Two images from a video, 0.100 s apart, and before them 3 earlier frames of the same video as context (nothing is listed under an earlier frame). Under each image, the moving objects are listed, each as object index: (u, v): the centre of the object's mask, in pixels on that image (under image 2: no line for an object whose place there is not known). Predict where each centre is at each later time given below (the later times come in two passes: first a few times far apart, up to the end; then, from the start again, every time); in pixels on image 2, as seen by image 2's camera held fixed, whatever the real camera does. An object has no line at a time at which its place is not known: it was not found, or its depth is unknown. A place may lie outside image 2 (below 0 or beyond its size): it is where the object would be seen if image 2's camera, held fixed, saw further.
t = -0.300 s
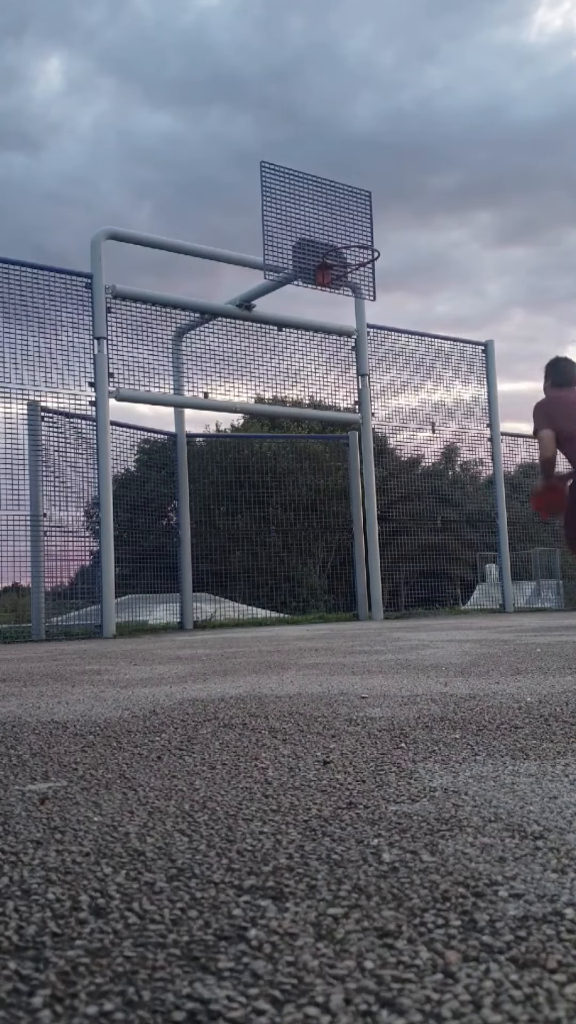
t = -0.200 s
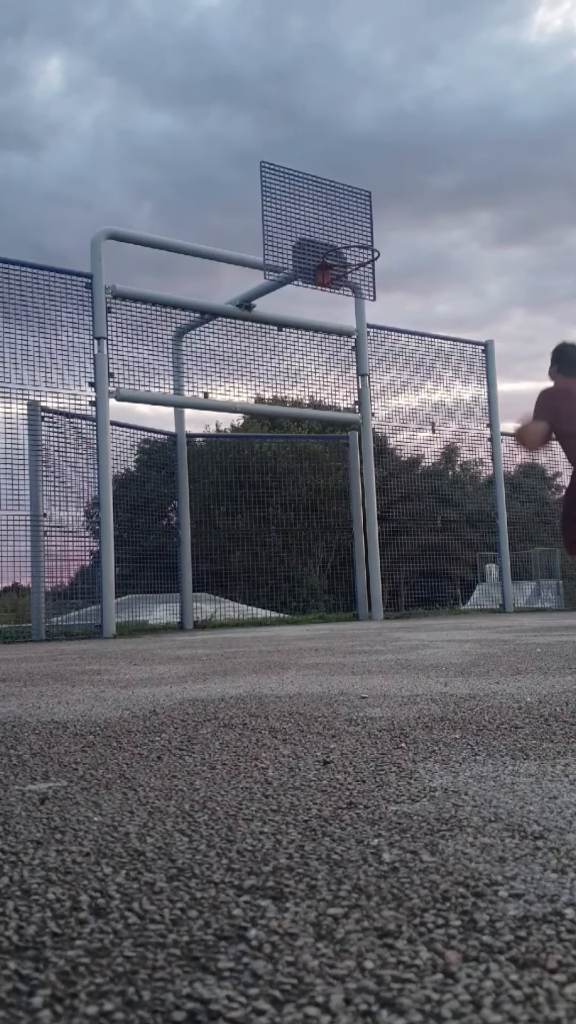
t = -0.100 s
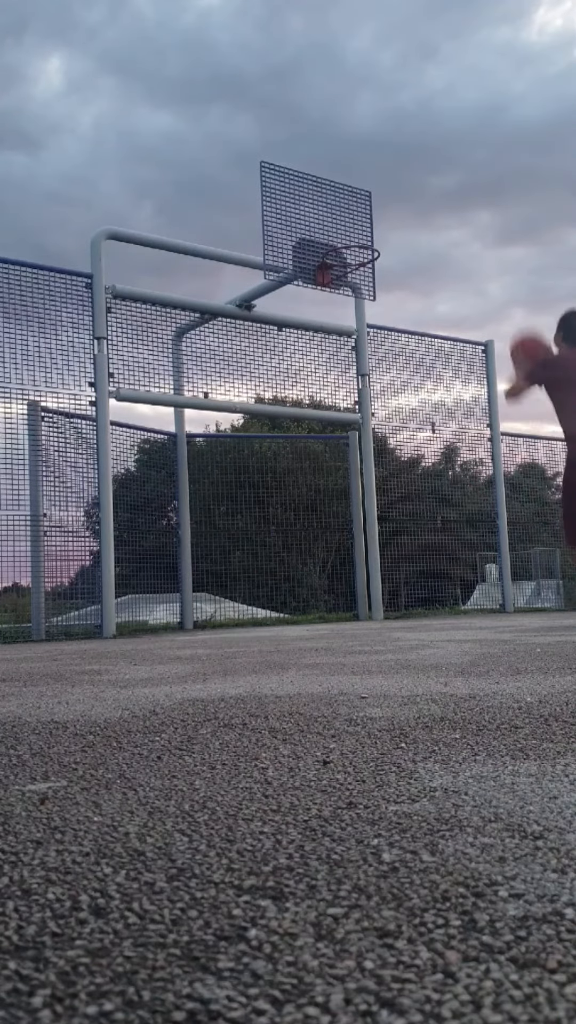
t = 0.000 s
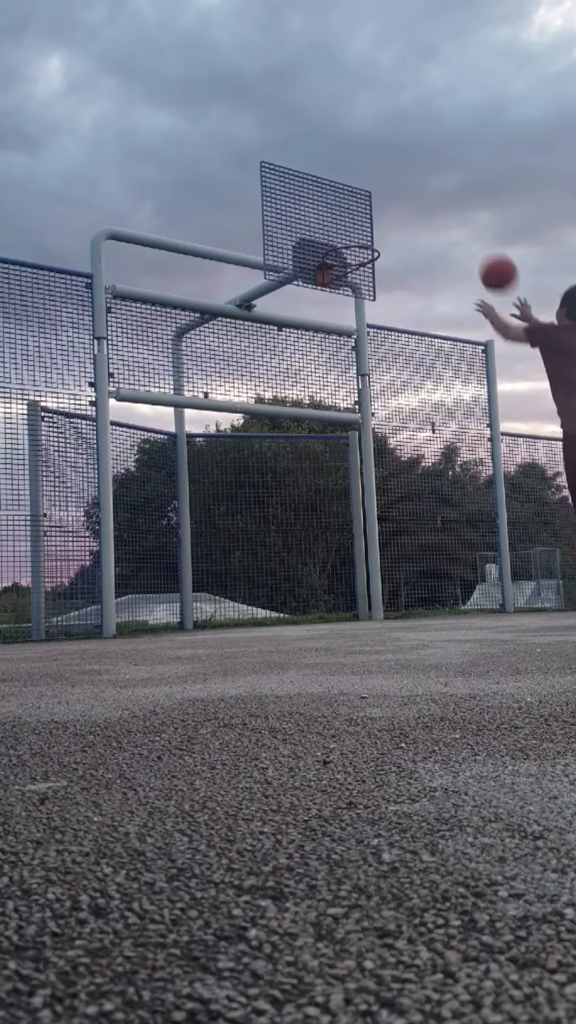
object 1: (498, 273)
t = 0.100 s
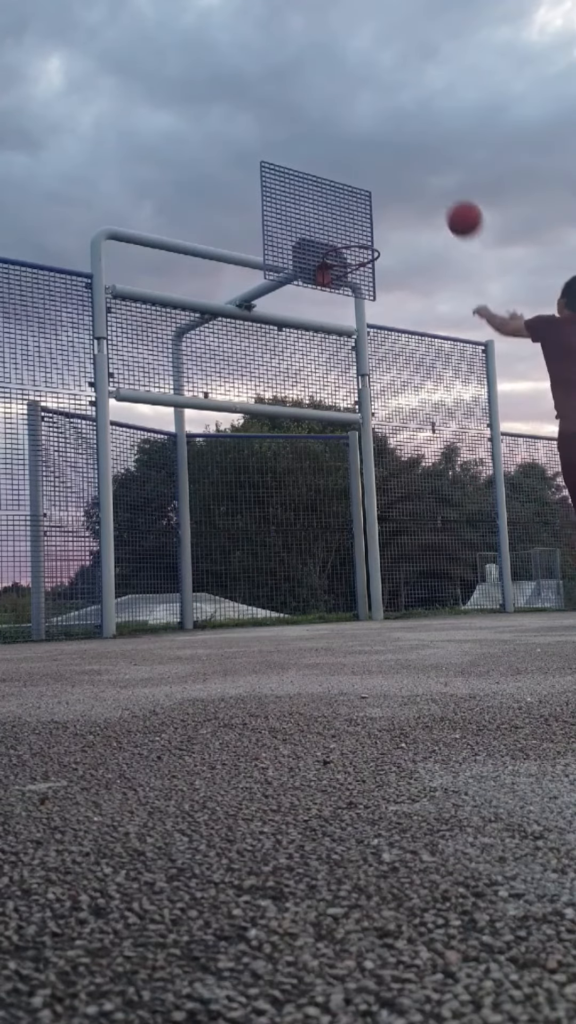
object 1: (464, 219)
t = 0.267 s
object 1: (415, 168)
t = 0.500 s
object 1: (362, 164)
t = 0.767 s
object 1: (329, 225)
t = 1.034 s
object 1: (365, 308)
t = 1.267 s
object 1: (380, 444)
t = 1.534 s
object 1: (394, 573)
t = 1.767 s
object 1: (387, 457)
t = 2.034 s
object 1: (384, 408)
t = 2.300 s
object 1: (386, 433)
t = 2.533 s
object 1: (391, 512)
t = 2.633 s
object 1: (395, 560)
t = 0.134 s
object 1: (453, 205)
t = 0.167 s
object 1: (443, 193)
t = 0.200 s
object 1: (434, 183)
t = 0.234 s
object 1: (424, 175)
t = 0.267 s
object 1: (415, 168)
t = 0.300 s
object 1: (407, 163)
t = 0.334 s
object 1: (399, 160)
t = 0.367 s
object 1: (391, 158)
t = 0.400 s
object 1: (383, 157)
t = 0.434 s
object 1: (376, 158)
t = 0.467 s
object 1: (369, 161)
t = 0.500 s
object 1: (362, 164)
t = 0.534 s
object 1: (355, 169)
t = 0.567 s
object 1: (349, 174)
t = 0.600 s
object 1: (343, 182)
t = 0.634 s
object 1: (337, 190)
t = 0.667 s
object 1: (332, 200)
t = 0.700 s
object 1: (326, 210)
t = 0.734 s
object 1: (323, 220)
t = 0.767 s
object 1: (329, 225)
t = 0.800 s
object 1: (336, 232)
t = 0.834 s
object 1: (343, 237)
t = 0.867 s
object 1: (350, 247)
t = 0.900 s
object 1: (357, 258)
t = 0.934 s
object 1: (359, 269)
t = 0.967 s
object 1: (361, 280)
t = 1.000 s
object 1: (363, 294)
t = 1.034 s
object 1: (365, 308)
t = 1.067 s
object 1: (366, 324)
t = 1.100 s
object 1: (369, 341)
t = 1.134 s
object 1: (371, 359)
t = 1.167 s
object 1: (372, 378)
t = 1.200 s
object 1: (374, 399)
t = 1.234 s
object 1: (377, 420)
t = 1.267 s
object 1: (380, 444)
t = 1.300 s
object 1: (383, 466)
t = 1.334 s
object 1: (385, 490)
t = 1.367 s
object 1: (388, 516)
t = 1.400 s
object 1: (390, 543)
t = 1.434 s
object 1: (392, 572)
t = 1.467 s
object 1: (395, 601)
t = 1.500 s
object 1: (395, 596)
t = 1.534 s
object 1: (394, 573)
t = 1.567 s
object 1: (393, 551)
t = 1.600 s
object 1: (392, 532)
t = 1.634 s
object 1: (391, 513)
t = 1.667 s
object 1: (390, 498)
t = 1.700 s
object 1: (388, 482)
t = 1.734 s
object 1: (388, 469)
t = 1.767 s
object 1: (387, 457)
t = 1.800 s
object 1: (386, 447)
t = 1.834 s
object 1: (386, 438)
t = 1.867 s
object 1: (385, 430)
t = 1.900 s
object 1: (385, 422)
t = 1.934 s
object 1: (385, 417)
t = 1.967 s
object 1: (385, 412)
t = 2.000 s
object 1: (385, 409)
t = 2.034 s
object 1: (384, 408)
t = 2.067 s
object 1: (384, 407)
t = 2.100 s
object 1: (384, 407)
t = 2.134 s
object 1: (385, 409)
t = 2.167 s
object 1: (385, 412)
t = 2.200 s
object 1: (385, 415)
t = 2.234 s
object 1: (385, 421)
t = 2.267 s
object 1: (385, 427)
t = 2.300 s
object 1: (386, 433)
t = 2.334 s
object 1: (386, 442)
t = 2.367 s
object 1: (387, 451)
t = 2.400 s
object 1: (388, 460)
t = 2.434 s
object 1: (388, 473)
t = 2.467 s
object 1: (389, 484)
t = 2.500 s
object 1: (390, 498)
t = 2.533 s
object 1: (391, 512)
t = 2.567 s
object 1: (392, 527)
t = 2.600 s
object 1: (394, 543)
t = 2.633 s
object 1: (395, 560)
